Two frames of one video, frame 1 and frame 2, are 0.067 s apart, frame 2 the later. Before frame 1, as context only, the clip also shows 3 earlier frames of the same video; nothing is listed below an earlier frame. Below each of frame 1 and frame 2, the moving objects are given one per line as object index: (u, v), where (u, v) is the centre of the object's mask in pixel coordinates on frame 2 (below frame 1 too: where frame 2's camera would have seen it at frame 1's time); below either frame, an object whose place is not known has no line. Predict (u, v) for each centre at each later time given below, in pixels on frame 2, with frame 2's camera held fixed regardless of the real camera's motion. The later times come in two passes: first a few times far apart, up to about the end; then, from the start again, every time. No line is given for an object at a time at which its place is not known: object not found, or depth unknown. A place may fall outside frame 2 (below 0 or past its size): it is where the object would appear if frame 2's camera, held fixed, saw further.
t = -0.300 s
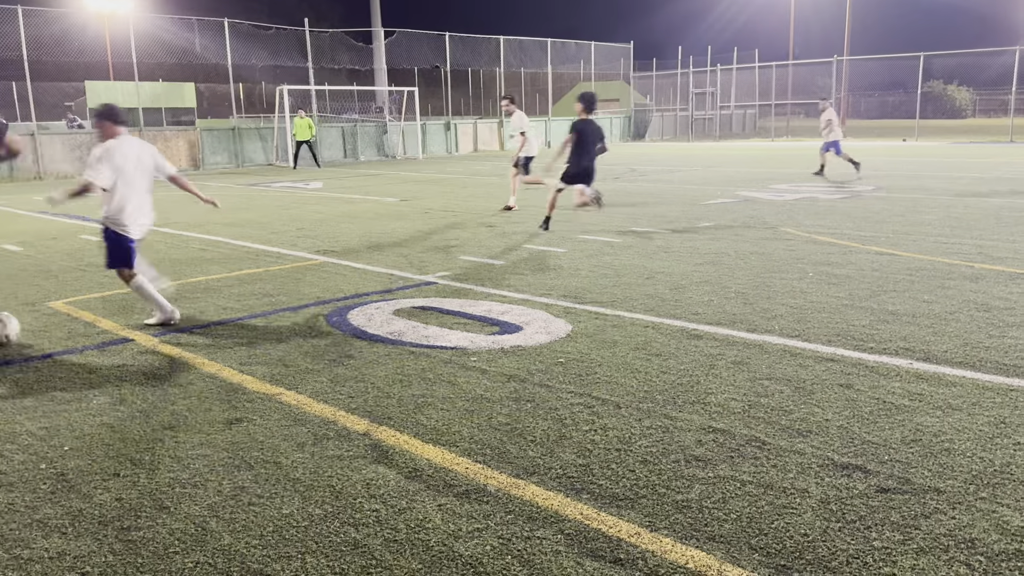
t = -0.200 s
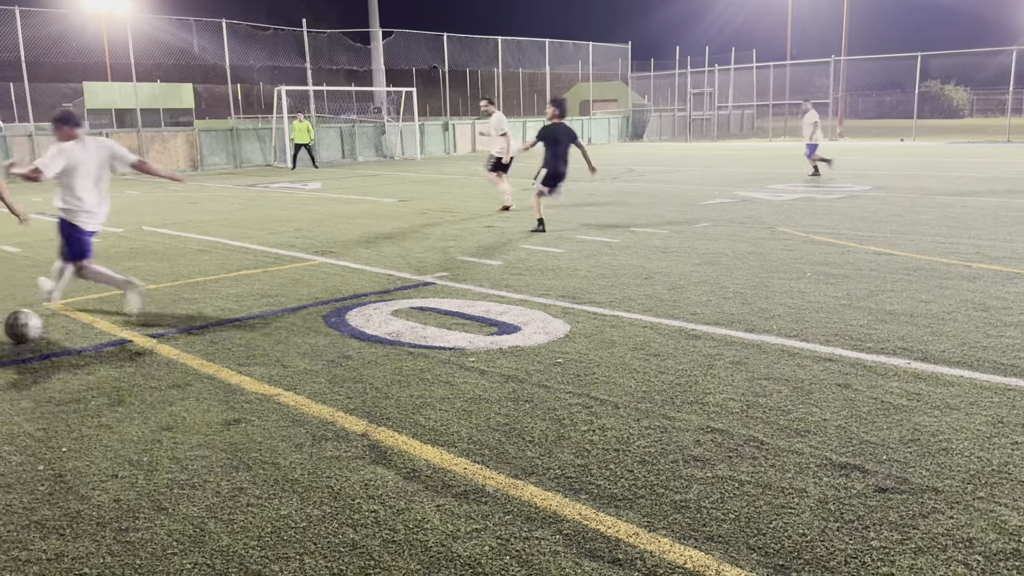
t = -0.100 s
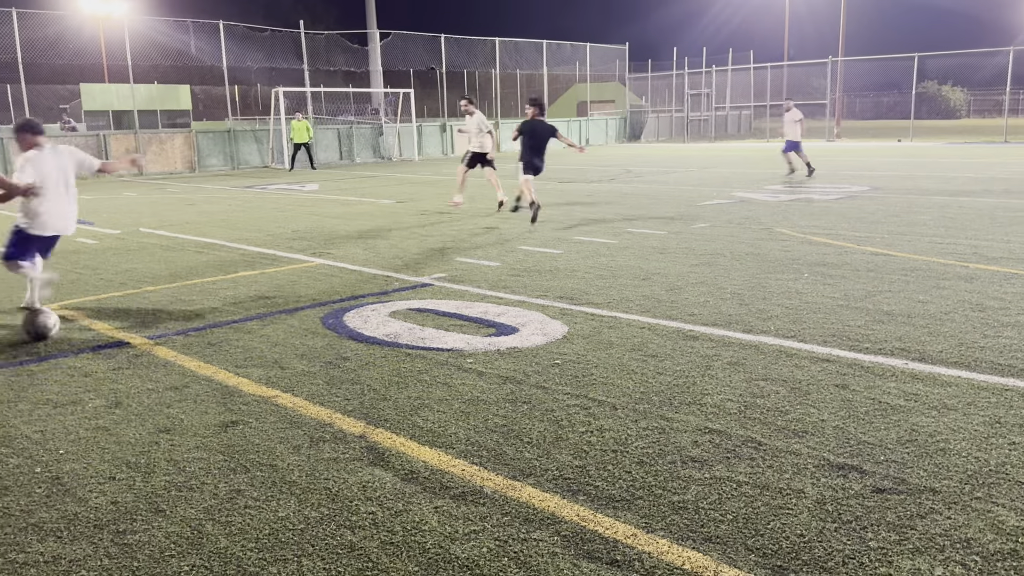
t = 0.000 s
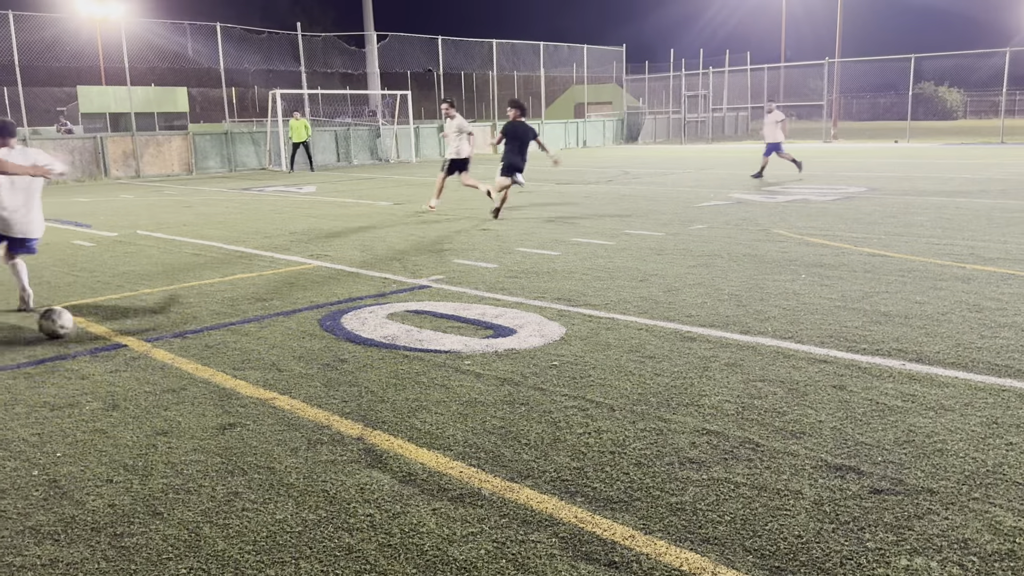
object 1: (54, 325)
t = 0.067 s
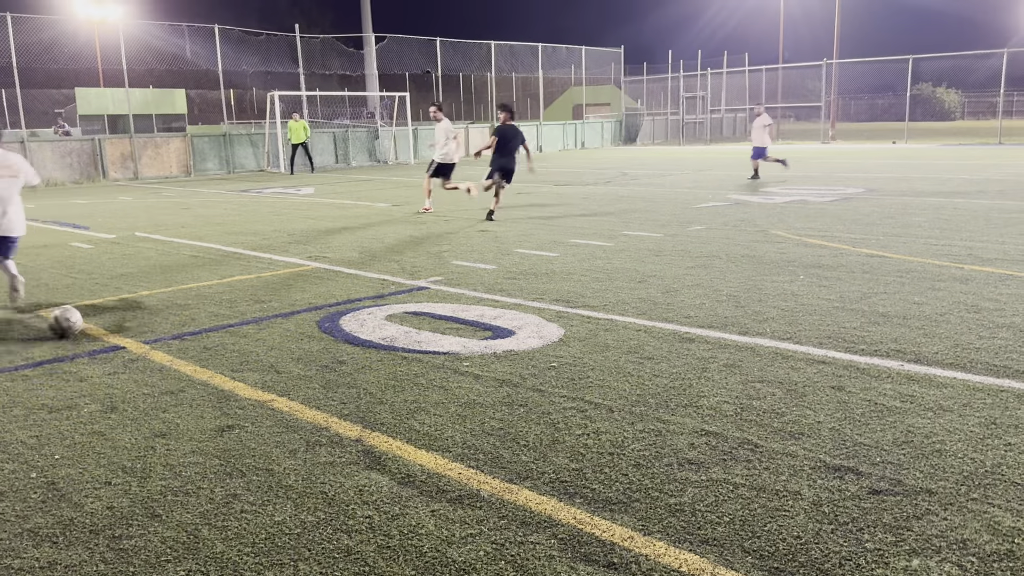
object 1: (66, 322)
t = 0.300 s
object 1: (101, 311)
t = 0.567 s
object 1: (137, 302)
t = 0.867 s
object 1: (171, 294)
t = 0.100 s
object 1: (71, 320)
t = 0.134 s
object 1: (77, 318)
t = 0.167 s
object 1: (82, 317)
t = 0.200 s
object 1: (87, 315)
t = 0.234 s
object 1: (92, 313)
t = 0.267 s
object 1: (98, 313)
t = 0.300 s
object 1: (101, 311)
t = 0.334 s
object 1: (107, 311)
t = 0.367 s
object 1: (111, 309)
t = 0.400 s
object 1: (114, 309)
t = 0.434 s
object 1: (119, 307)
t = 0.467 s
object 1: (123, 307)
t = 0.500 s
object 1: (129, 304)
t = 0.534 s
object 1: (133, 304)
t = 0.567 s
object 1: (137, 302)
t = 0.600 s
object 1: (142, 301)
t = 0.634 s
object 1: (146, 299)
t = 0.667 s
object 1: (150, 299)
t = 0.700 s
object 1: (154, 298)
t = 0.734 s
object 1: (157, 298)
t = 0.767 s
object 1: (161, 296)
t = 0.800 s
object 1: (164, 296)
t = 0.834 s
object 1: (168, 295)
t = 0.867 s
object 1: (171, 294)
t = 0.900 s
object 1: (175, 293)
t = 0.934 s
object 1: (179, 292)
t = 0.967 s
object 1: (182, 291)
